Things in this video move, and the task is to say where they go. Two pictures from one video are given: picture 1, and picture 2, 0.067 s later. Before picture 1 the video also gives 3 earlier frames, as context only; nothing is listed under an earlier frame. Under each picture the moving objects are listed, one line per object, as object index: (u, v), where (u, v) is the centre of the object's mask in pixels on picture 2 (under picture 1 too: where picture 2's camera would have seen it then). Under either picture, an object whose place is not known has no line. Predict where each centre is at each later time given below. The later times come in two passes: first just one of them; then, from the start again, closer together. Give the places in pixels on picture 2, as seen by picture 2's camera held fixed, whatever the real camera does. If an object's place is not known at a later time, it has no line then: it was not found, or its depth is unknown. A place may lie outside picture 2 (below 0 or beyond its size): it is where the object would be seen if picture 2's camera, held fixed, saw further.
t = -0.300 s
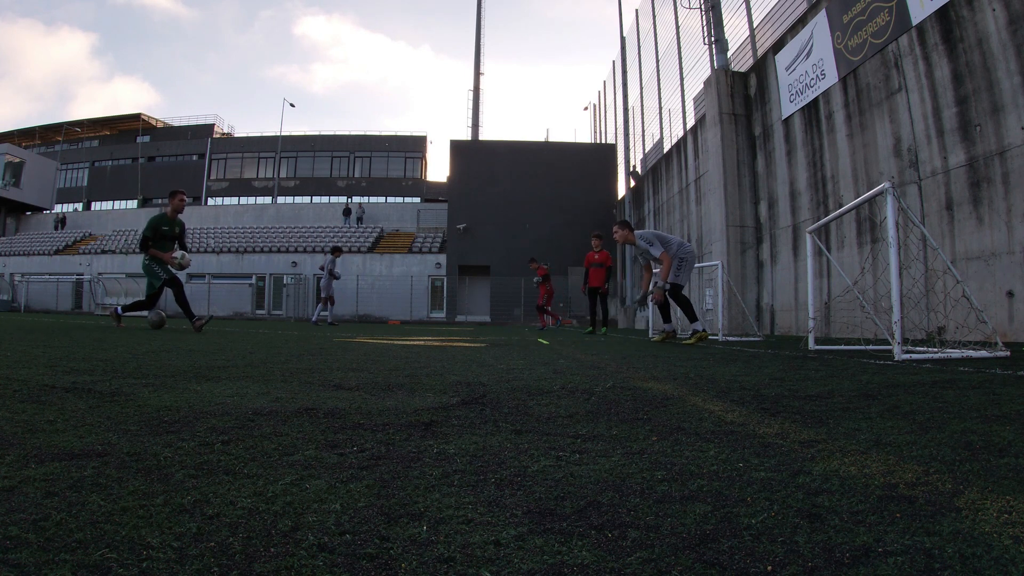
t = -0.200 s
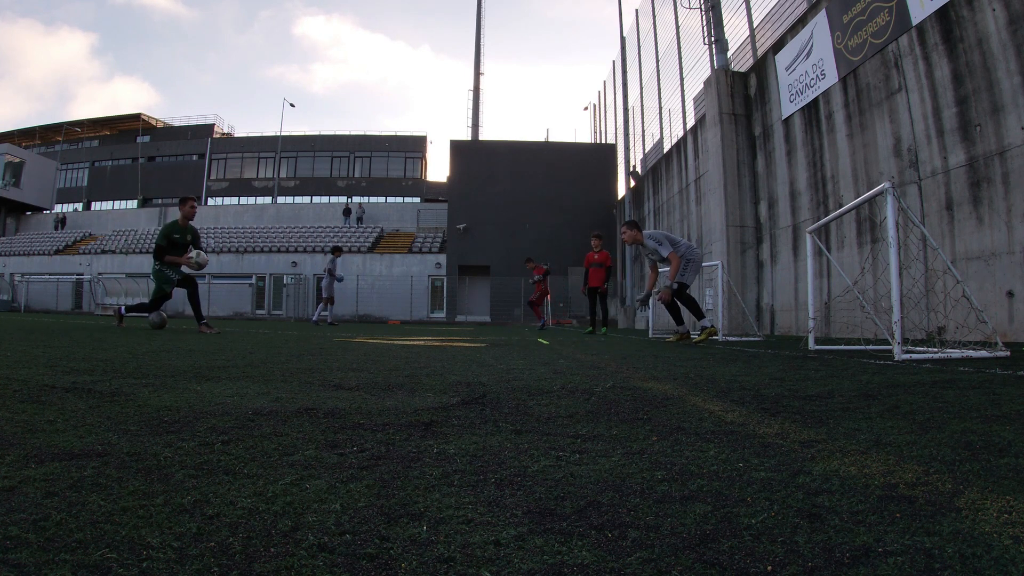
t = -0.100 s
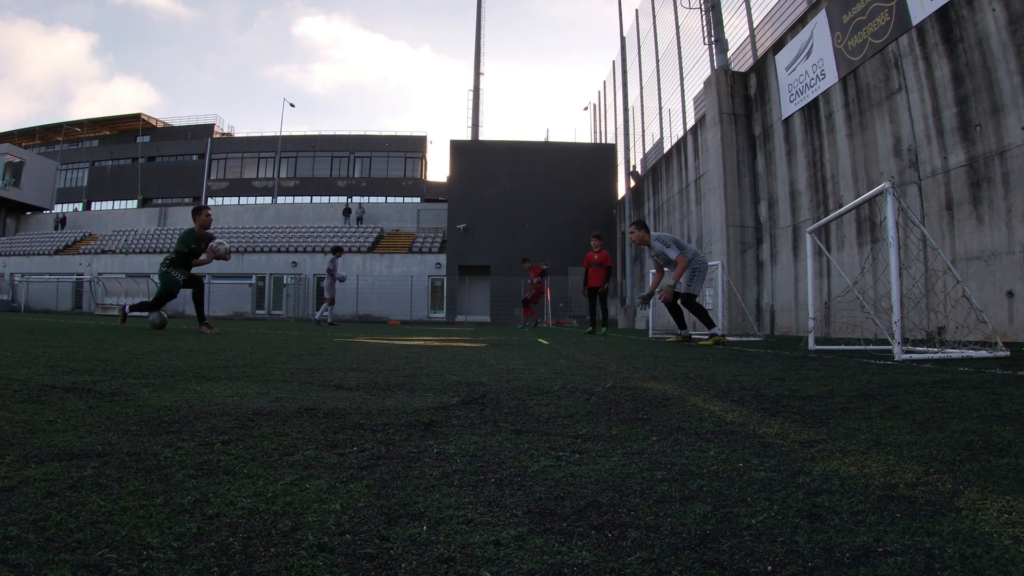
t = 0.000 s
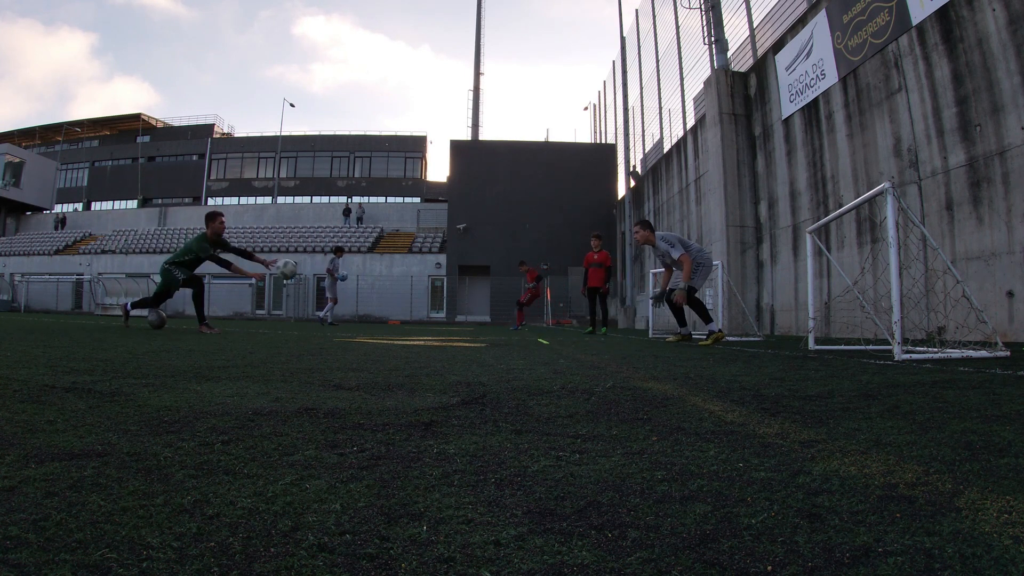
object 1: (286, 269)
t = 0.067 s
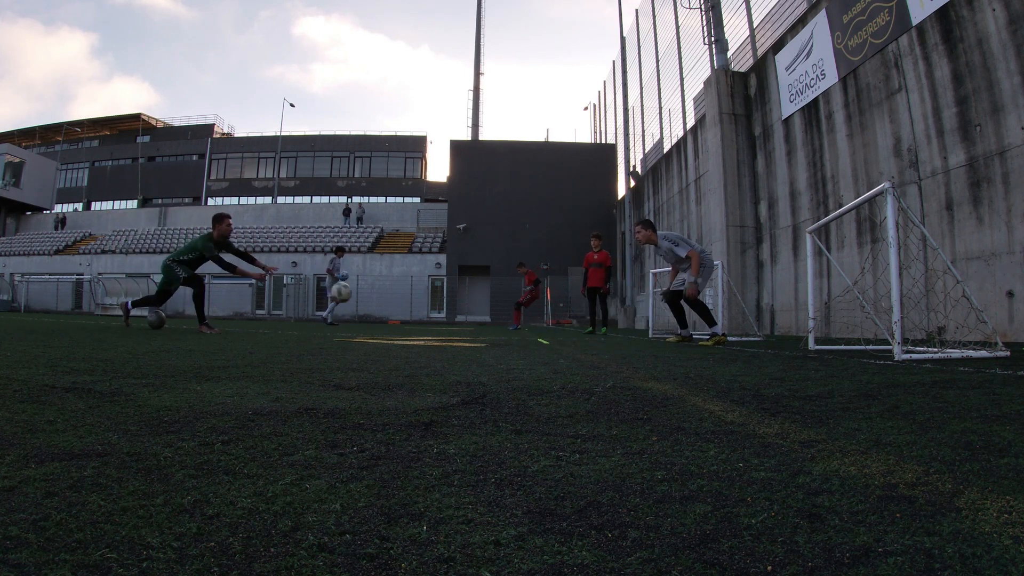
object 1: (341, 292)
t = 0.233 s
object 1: (469, 310)
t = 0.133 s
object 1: (395, 318)
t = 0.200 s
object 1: (446, 319)
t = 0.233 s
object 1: (469, 310)
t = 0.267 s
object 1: (492, 301)
